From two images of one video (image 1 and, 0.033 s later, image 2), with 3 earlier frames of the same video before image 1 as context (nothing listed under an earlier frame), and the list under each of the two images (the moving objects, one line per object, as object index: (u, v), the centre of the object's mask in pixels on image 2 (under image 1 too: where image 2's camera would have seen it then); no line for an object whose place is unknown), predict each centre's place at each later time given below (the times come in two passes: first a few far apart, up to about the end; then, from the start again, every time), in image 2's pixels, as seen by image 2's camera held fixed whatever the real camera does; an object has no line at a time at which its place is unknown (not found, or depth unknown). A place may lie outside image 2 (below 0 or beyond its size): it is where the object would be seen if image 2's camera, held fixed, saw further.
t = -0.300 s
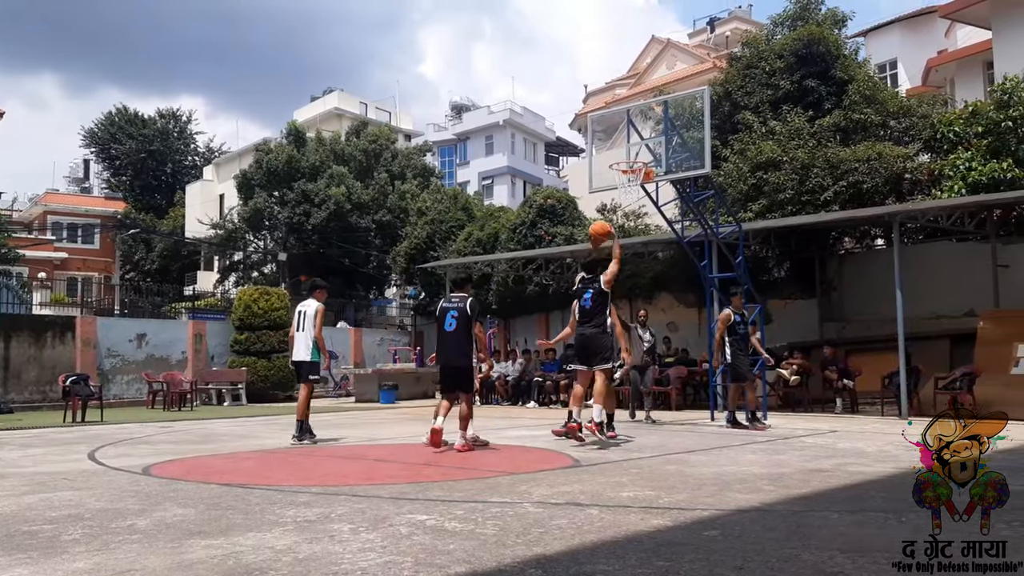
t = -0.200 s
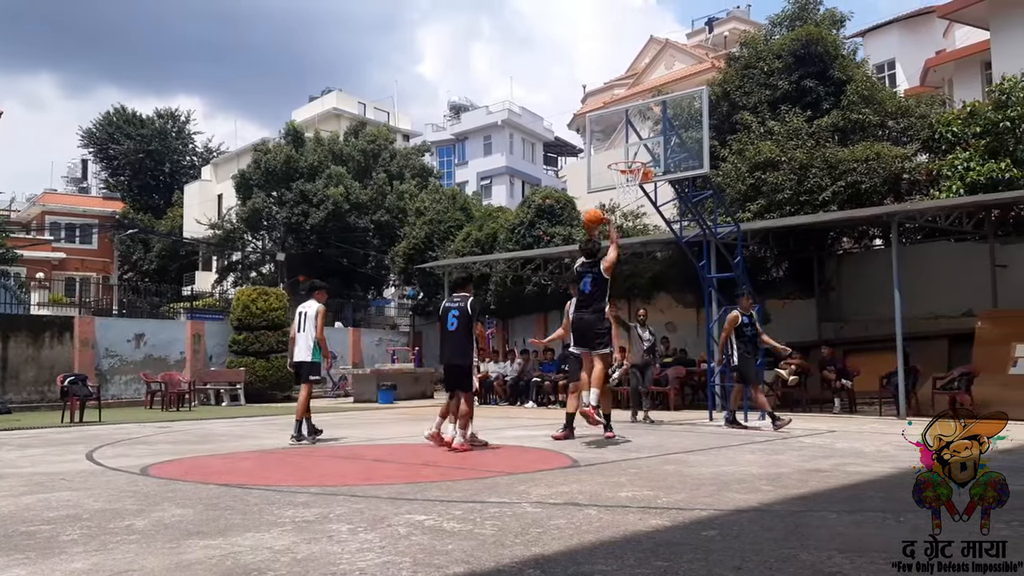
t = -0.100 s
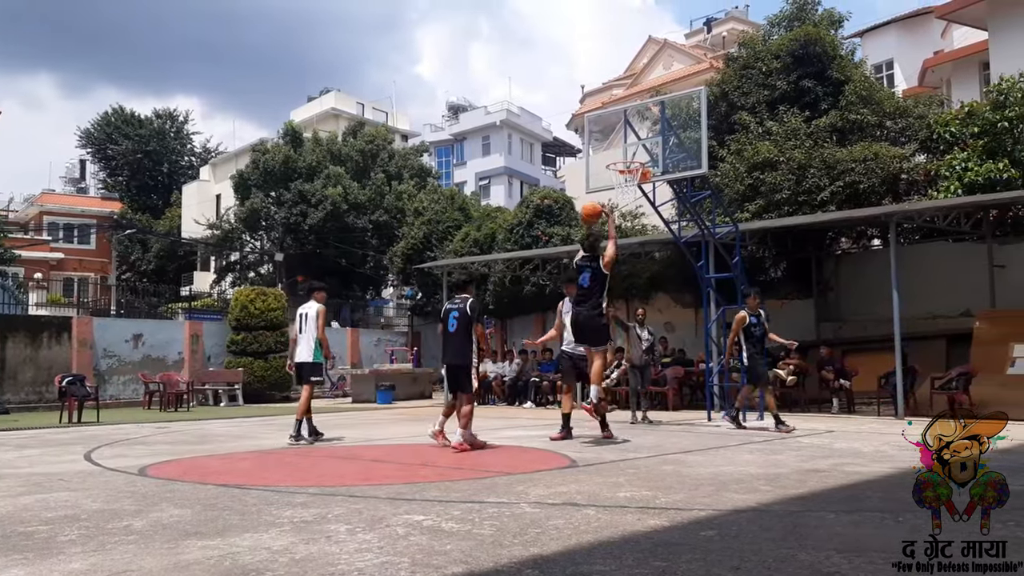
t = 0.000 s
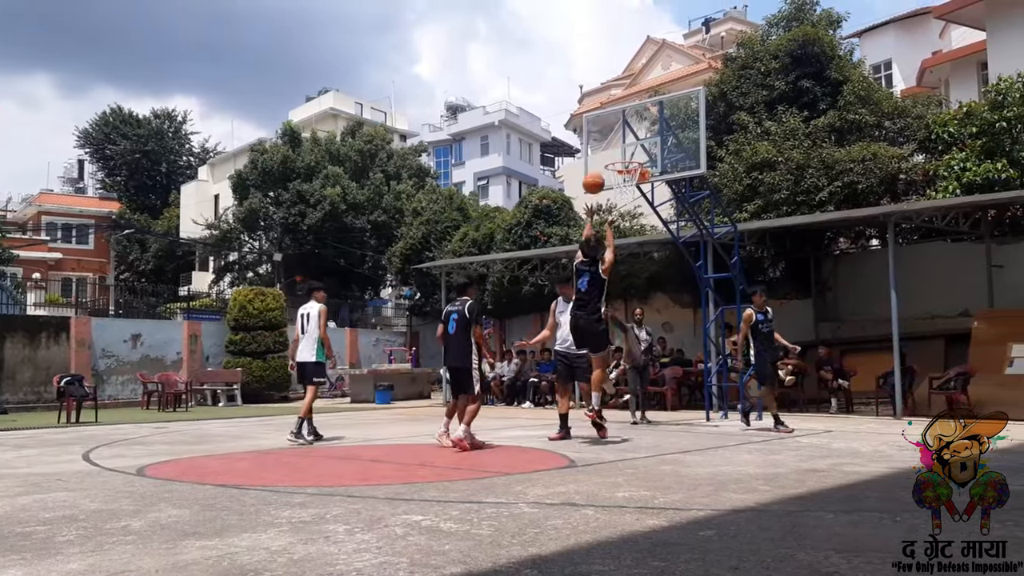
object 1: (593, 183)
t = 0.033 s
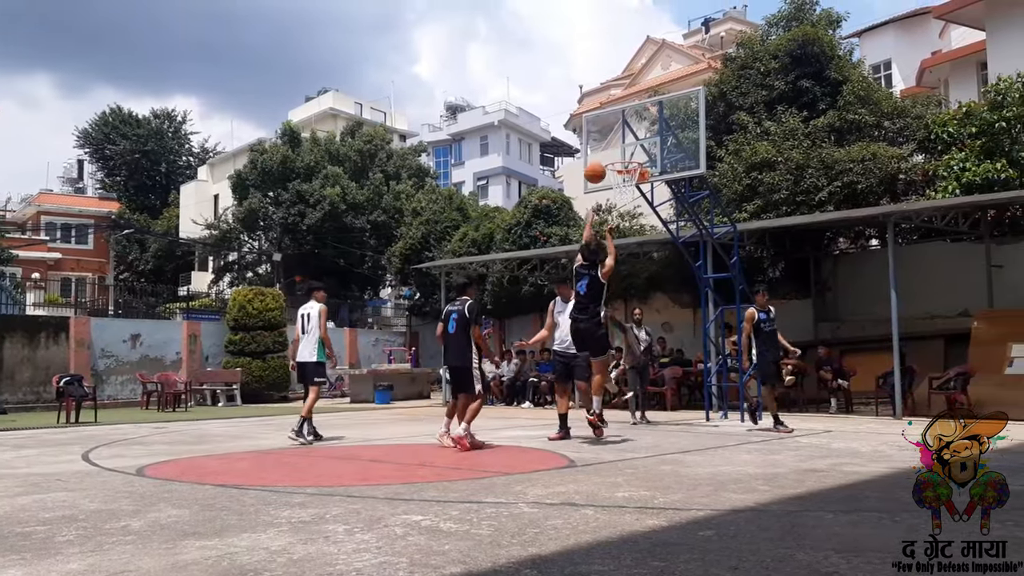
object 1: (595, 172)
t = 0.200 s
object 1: (604, 136)
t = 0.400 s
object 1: (614, 125)
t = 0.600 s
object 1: (626, 146)
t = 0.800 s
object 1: (634, 145)
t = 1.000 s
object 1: (644, 167)
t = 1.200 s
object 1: (654, 222)
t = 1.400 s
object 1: (666, 310)
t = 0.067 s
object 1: (597, 163)
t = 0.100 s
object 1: (599, 155)
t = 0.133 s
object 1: (600, 147)
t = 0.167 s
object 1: (602, 141)
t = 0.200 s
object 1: (604, 136)
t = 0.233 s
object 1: (606, 131)
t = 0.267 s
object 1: (608, 128)
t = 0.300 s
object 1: (609, 126)
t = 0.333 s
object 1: (610, 125)
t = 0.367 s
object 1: (612, 124)
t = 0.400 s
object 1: (614, 125)
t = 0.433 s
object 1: (616, 126)
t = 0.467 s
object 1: (618, 128)
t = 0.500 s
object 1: (620, 131)
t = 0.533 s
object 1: (622, 135)
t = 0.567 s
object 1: (624, 141)
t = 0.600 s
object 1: (626, 146)
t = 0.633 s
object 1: (627, 151)
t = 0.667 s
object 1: (628, 149)
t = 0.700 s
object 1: (630, 147)
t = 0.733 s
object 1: (631, 145)
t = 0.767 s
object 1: (632, 145)
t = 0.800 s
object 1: (634, 145)
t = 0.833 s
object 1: (635, 146)
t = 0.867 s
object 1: (638, 149)
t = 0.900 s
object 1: (639, 151)
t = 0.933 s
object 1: (640, 155)
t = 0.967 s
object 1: (642, 161)
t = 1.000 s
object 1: (644, 167)
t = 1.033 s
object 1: (645, 174)
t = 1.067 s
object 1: (647, 182)
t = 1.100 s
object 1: (649, 190)
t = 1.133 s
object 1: (650, 200)
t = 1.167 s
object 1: (652, 210)
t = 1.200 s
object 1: (654, 222)
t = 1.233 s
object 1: (655, 235)
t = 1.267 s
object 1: (657, 248)
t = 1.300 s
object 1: (659, 262)
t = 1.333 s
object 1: (661, 278)
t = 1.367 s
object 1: (663, 293)
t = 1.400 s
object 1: (666, 310)
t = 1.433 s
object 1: (668, 327)
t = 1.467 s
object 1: (670, 349)
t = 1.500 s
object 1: (672, 370)
